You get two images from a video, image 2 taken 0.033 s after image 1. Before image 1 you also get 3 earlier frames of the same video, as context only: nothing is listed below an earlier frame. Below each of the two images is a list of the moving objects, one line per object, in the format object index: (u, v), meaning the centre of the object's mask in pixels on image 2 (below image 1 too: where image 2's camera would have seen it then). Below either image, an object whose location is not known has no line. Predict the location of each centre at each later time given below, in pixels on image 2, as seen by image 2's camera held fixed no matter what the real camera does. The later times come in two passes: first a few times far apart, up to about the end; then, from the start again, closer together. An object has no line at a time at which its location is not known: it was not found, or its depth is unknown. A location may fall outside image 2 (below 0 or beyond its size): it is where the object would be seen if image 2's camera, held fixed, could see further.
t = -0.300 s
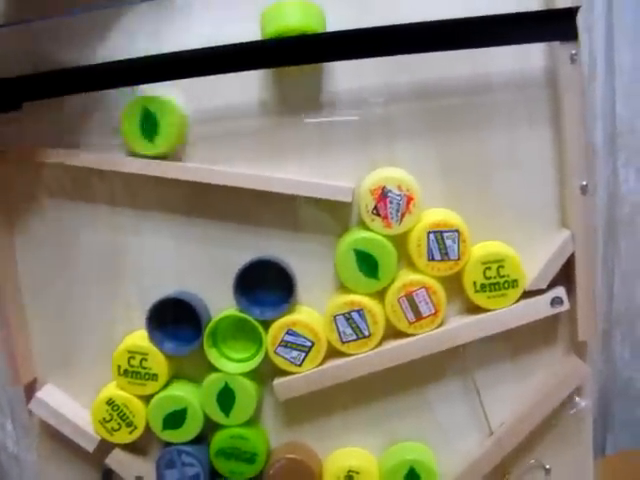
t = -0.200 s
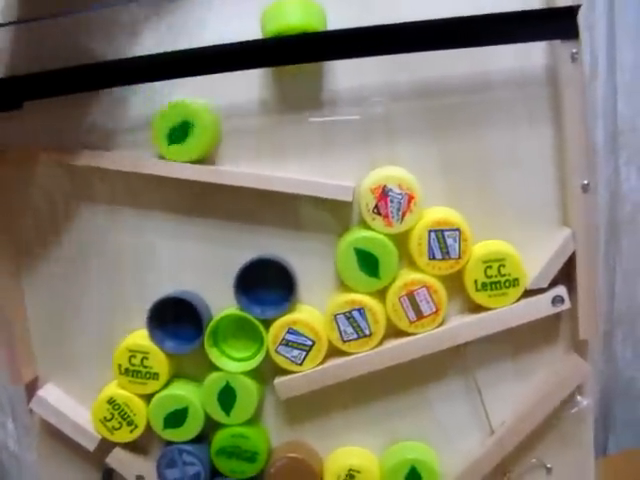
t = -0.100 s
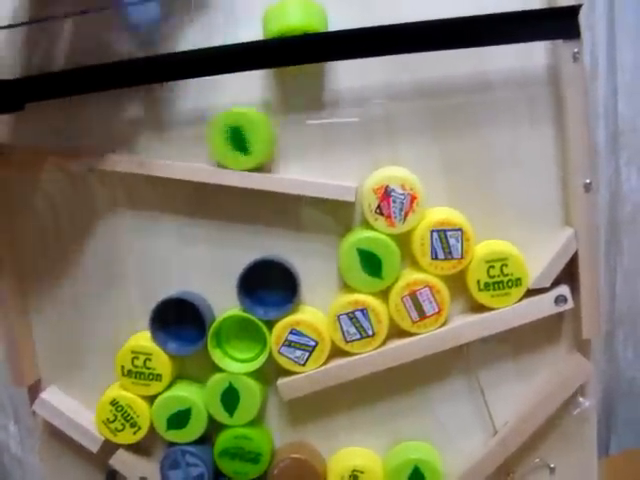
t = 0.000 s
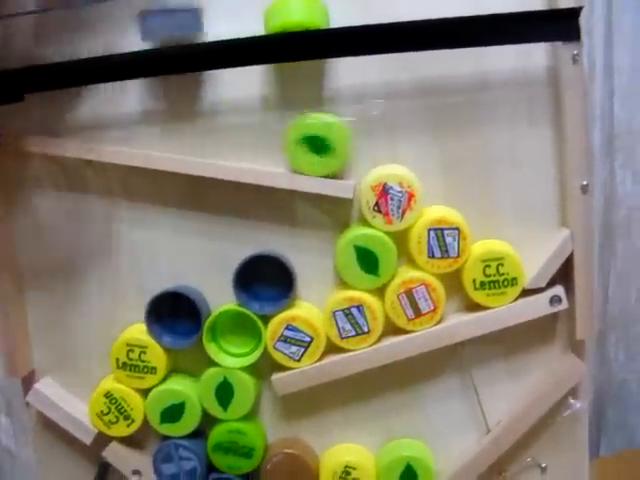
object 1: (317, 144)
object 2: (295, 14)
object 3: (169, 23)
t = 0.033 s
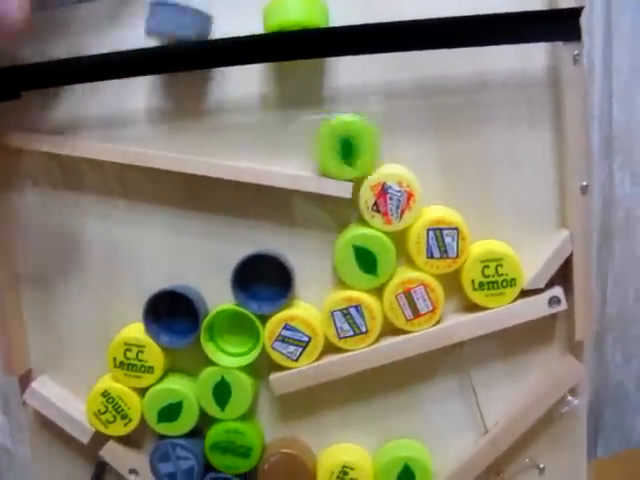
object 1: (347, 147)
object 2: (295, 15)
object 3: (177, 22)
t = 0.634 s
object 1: (528, 219)
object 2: (349, 147)
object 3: (286, 139)
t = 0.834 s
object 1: (529, 223)
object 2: (349, 148)
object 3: (286, 139)
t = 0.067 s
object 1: (362, 139)
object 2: (295, 16)
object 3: (175, 23)
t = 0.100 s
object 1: (371, 135)
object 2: (295, 14)
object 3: (179, 23)
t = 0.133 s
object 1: (377, 134)
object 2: (295, 12)
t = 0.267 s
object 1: (386, 133)
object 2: (304, 83)
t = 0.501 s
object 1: (438, 155)
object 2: (349, 148)
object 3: (286, 139)
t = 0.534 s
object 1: (462, 179)
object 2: (353, 146)
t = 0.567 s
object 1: (487, 192)
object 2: (352, 146)
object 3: (288, 139)
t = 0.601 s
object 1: (512, 213)
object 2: (351, 147)
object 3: (287, 139)
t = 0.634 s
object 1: (528, 219)
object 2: (349, 147)
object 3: (286, 139)
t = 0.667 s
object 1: (529, 221)
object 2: (349, 147)
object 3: (286, 139)
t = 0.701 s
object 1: (529, 223)
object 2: (349, 147)
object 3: (285, 139)
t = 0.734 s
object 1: (529, 223)
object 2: (349, 147)
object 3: (285, 139)
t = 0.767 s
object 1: (529, 223)
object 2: (349, 147)
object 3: (286, 139)
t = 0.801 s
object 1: (530, 223)
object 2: (350, 147)
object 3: (286, 139)
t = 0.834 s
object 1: (529, 223)
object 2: (349, 148)
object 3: (286, 139)
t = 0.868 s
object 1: (529, 223)
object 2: (350, 148)
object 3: (286, 139)
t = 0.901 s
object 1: (529, 223)
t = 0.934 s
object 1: (529, 223)
